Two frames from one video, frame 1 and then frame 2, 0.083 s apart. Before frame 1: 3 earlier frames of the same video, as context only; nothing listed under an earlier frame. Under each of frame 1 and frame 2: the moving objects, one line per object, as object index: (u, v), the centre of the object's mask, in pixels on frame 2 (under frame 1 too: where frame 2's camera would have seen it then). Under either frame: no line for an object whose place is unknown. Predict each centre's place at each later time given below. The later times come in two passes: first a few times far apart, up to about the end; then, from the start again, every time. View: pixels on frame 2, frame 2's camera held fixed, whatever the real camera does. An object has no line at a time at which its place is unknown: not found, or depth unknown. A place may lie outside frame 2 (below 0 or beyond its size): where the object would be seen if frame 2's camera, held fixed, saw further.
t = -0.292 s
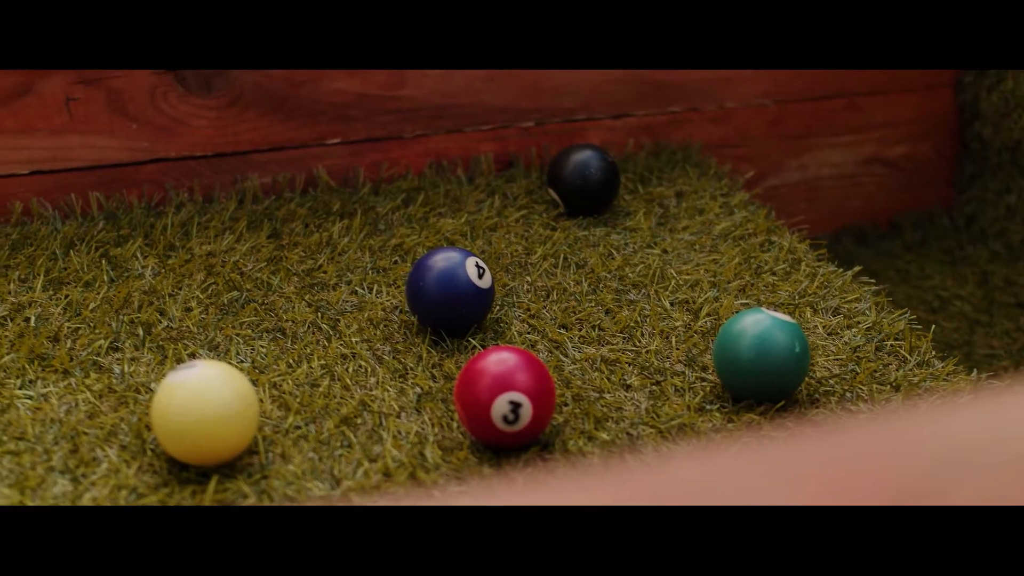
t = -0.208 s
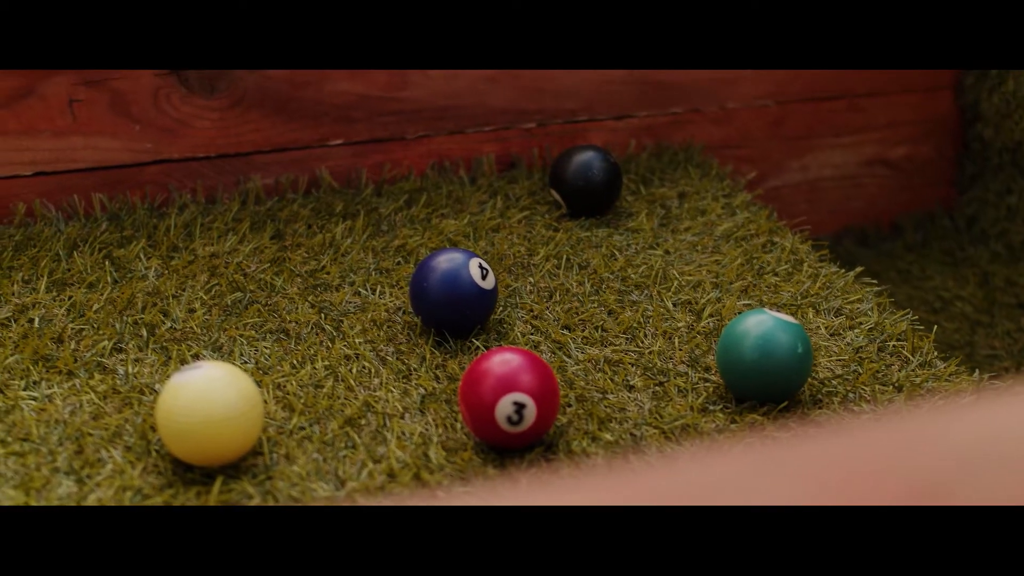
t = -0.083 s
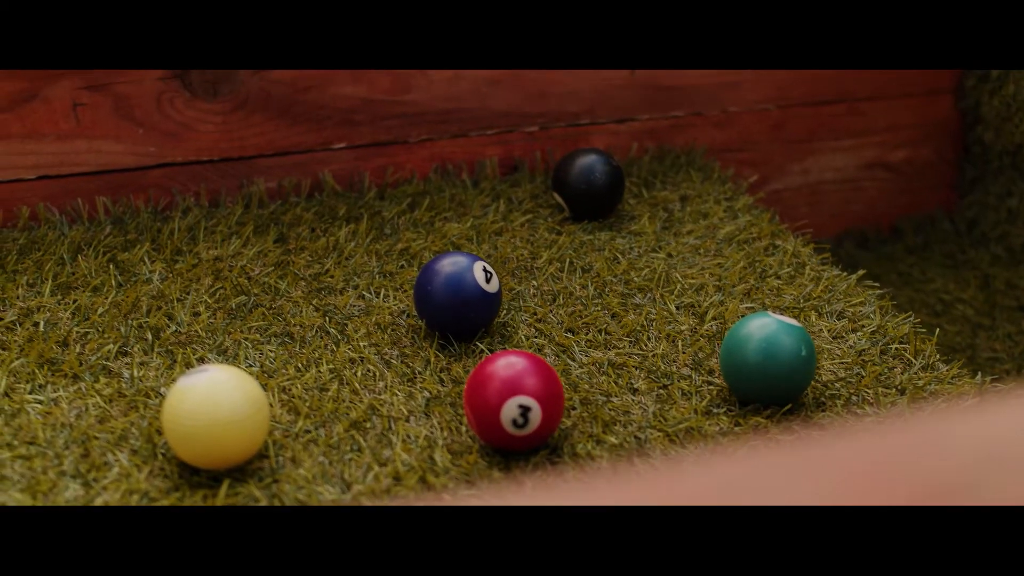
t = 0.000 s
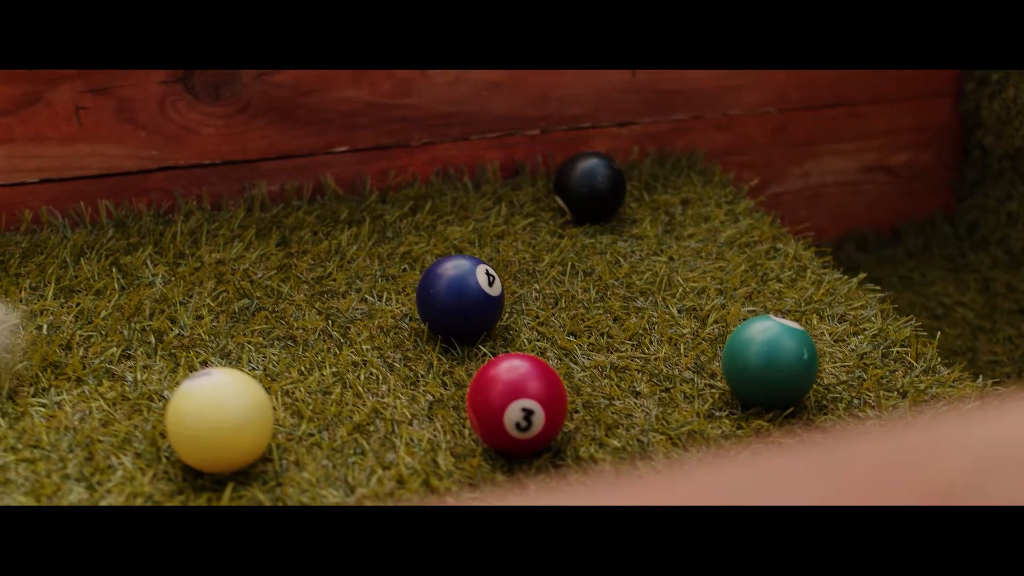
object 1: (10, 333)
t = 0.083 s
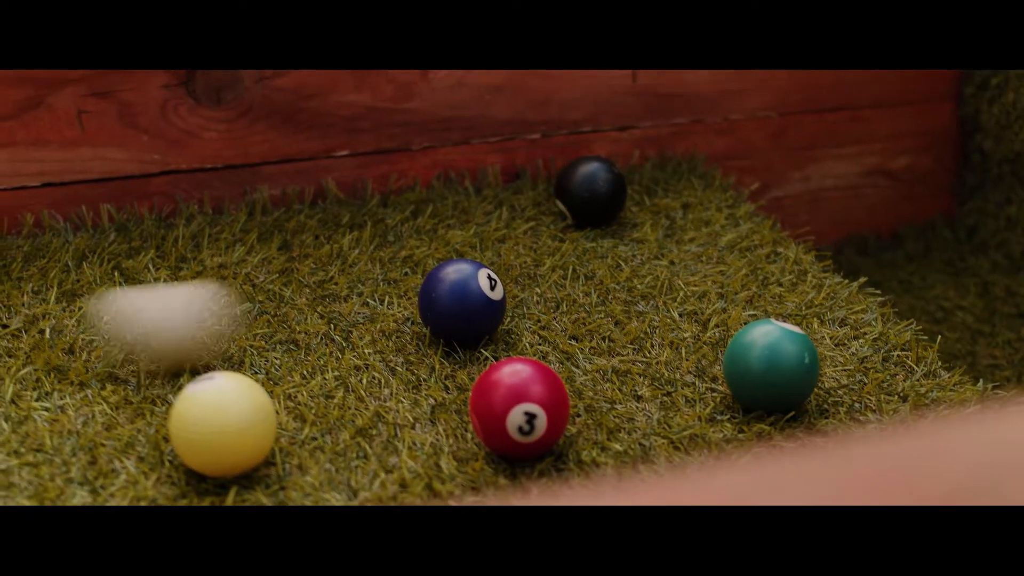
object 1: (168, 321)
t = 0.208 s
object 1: (380, 296)
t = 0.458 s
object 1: (451, 273)
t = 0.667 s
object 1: (558, 247)
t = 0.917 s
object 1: (682, 222)
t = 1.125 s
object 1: (775, 204)
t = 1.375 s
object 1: (862, 256)
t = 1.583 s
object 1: (937, 269)
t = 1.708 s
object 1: (976, 281)
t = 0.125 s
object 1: (267, 308)
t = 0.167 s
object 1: (373, 303)
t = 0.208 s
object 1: (380, 296)
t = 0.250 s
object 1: (387, 294)
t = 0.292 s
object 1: (397, 291)
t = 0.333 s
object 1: (409, 284)
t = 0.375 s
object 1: (421, 279)
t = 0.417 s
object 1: (435, 276)
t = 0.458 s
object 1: (451, 273)
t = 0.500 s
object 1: (470, 268)
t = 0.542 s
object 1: (492, 262)
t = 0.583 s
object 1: (512, 257)
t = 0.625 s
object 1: (534, 253)
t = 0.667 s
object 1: (558, 247)
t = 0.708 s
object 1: (580, 241)
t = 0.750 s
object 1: (601, 238)
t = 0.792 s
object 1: (621, 235)
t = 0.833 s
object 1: (643, 227)
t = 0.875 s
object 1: (662, 223)
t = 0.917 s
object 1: (682, 222)
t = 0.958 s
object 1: (702, 219)
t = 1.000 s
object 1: (721, 214)
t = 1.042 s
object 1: (740, 209)
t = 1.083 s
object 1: (758, 206)
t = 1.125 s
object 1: (775, 204)
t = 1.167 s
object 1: (792, 203)
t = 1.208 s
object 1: (807, 206)
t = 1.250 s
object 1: (822, 213)
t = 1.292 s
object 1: (838, 225)
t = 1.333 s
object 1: (851, 240)
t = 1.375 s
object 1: (862, 256)
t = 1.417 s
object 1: (875, 275)
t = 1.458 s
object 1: (892, 283)
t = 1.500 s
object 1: (906, 278)
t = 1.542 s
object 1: (920, 273)
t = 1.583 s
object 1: (937, 269)
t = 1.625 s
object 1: (950, 270)
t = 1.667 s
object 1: (963, 275)
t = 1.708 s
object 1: (976, 281)
